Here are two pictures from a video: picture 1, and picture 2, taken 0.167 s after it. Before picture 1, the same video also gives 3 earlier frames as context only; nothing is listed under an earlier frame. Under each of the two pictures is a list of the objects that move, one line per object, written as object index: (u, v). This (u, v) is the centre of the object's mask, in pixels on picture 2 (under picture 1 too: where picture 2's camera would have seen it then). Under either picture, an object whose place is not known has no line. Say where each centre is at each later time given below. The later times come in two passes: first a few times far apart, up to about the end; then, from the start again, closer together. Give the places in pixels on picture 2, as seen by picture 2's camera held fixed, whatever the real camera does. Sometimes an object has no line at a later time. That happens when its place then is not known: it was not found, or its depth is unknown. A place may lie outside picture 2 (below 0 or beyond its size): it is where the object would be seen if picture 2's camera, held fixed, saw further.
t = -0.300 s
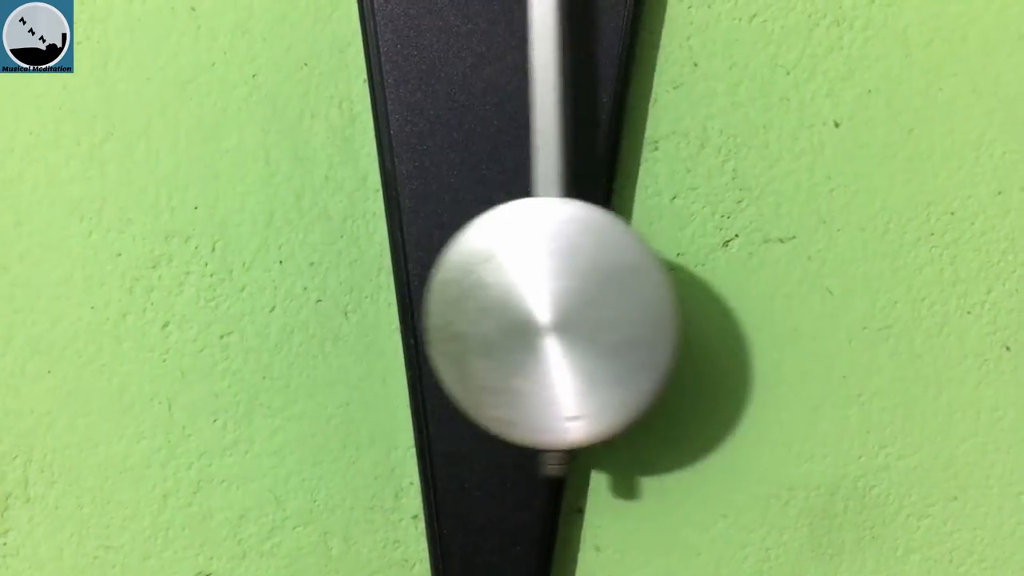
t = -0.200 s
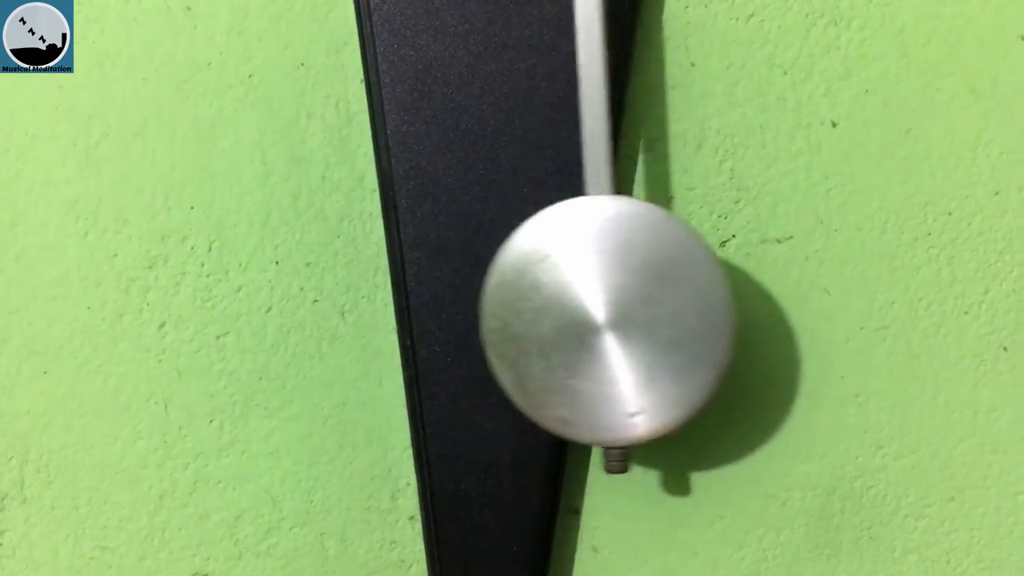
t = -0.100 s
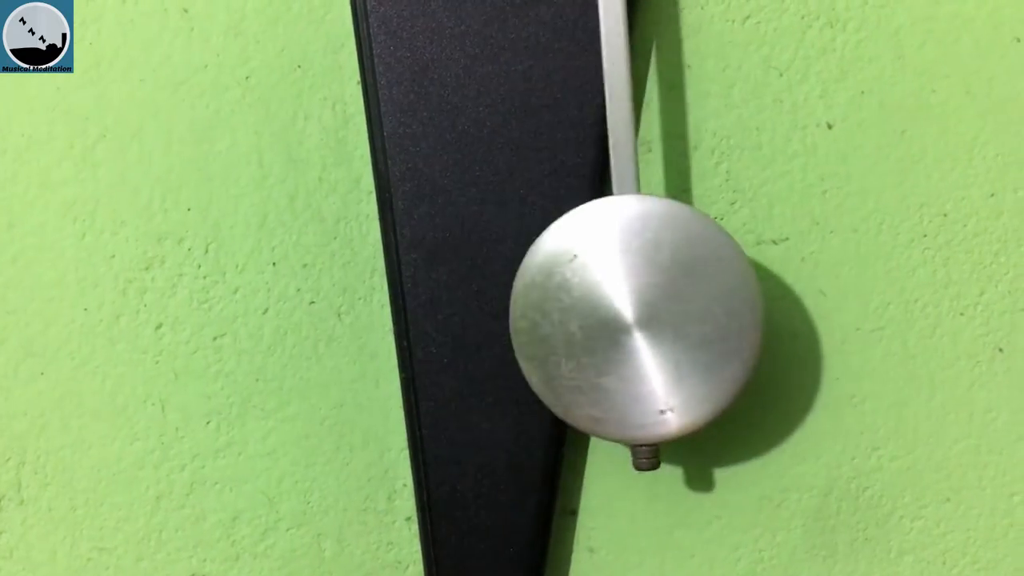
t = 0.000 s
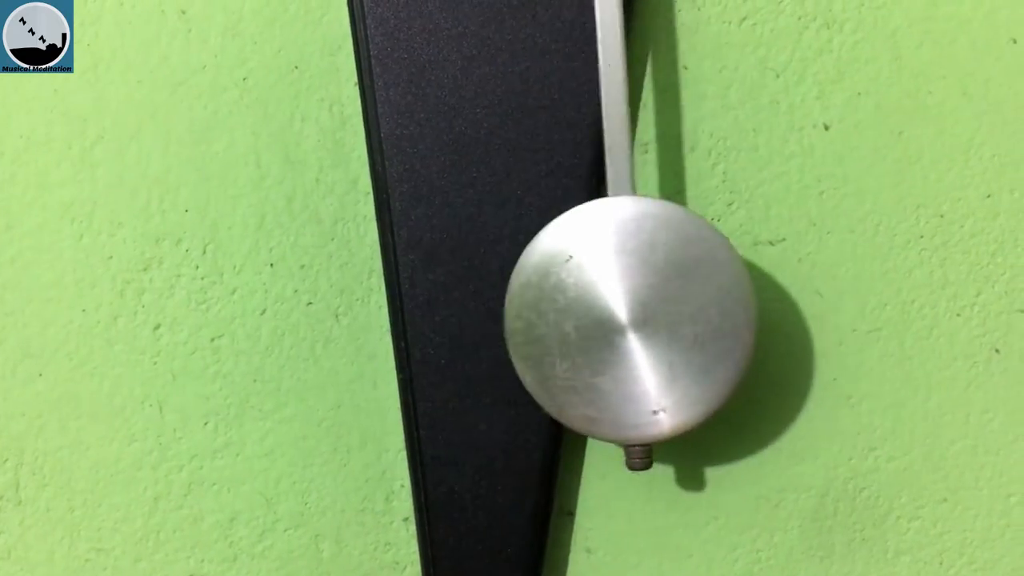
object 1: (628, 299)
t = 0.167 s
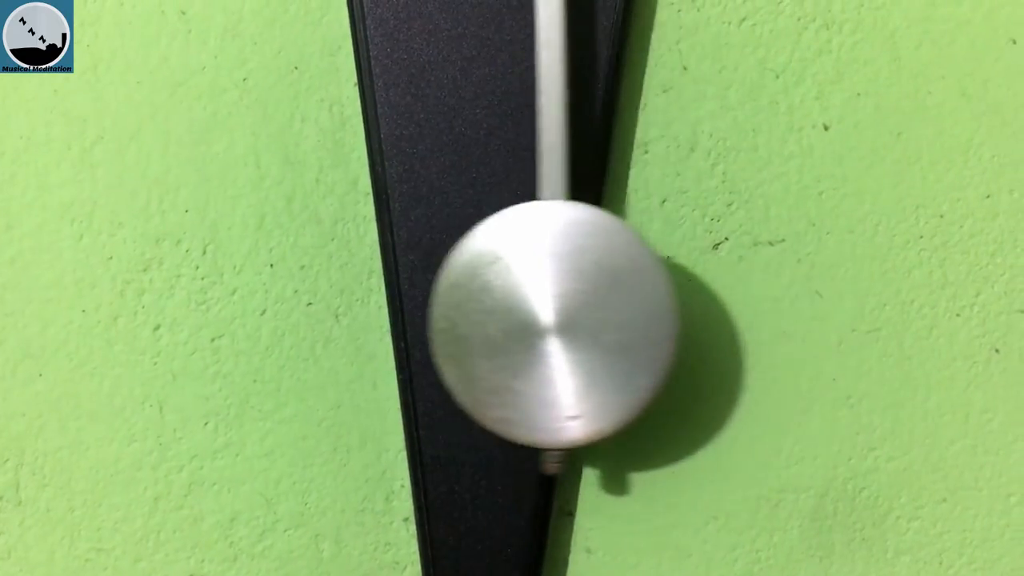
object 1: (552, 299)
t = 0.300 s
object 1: (466, 298)
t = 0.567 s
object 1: (378, 300)
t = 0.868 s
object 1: (533, 300)
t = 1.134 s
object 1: (634, 299)
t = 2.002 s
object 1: (505, 300)
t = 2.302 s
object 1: (635, 301)
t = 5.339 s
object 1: (399, 303)
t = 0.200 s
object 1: (531, 299)
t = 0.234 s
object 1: (509, 298)
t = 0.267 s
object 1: (488, 298)
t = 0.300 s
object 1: (466, 298)
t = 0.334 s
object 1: (445, 298)
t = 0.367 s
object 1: (426, 298)
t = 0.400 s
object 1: (409, 299)
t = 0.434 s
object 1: (394, 299)
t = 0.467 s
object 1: (384, 300)
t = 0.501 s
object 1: (378, 299)
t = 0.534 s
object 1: (376, 299)
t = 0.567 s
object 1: (378, 300)
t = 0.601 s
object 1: (384, 300)
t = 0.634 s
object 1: (394, 300)
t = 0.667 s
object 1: (408, 300)
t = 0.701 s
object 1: (425, 300)
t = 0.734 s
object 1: (444, 300)
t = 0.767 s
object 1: (466, 298)
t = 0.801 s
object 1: (488, 298)
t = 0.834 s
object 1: (511, 299)
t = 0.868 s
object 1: (533, 300)
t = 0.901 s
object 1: (554, 298)
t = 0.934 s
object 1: (575, 298)
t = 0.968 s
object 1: (593, 298)
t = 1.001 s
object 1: (608, 298)
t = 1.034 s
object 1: (621, 297)
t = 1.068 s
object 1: (629, 298)
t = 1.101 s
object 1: (634, 298)
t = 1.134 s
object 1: (634, 299)
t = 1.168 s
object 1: (631, 299)
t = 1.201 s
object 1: (623, 299)
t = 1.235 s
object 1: (611, 299)
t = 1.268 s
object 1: (596, 300)
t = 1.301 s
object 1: (578, 300)
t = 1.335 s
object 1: (558, 300)
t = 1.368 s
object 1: (536, 301)
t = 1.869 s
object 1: (421, 299)
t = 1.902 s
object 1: (440, 298)
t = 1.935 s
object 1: (460, 299)
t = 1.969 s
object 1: (483, 299)
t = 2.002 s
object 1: (505, 300)
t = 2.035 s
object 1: (526, 300)
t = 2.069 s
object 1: (548, 300)
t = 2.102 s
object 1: (569, 300)
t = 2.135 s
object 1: (588, 300)
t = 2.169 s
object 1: (605, 300)
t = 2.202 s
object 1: (618, 300)
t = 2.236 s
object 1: (628, 301)
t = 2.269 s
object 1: (633, 301)
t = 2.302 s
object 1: (635, 301)
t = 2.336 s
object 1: (632, 301)
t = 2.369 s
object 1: (625, 301)
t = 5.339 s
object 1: (399, 303)
